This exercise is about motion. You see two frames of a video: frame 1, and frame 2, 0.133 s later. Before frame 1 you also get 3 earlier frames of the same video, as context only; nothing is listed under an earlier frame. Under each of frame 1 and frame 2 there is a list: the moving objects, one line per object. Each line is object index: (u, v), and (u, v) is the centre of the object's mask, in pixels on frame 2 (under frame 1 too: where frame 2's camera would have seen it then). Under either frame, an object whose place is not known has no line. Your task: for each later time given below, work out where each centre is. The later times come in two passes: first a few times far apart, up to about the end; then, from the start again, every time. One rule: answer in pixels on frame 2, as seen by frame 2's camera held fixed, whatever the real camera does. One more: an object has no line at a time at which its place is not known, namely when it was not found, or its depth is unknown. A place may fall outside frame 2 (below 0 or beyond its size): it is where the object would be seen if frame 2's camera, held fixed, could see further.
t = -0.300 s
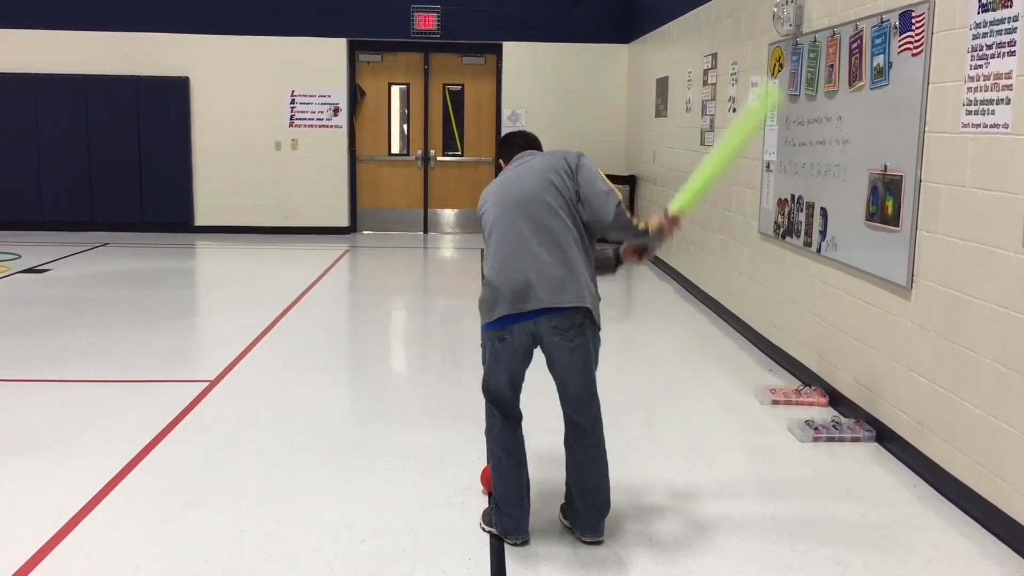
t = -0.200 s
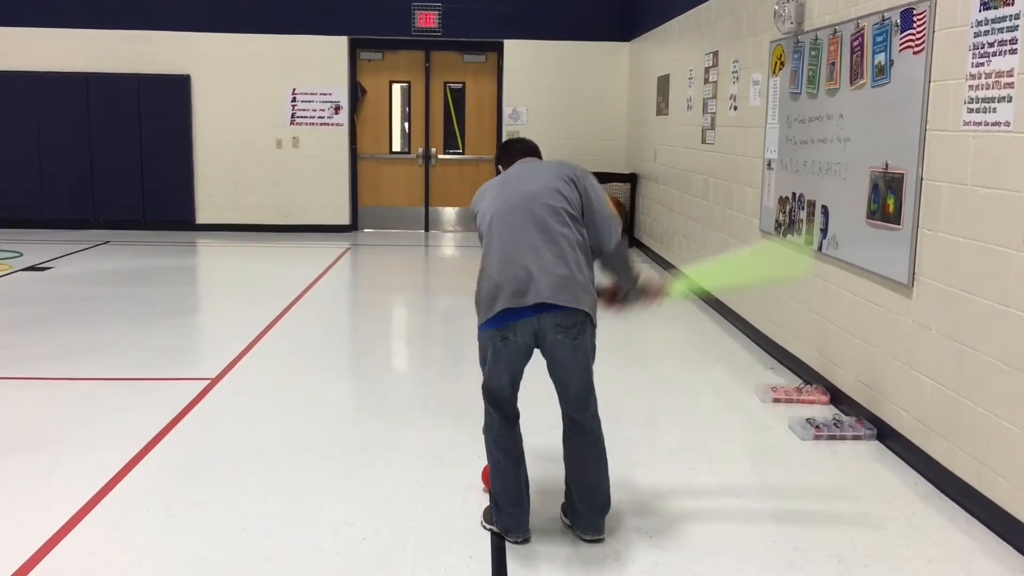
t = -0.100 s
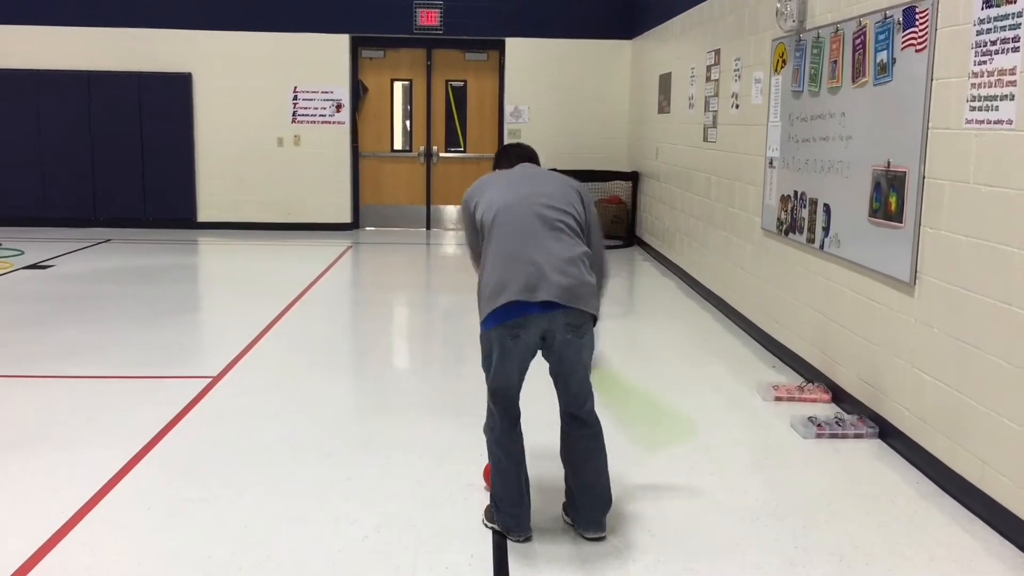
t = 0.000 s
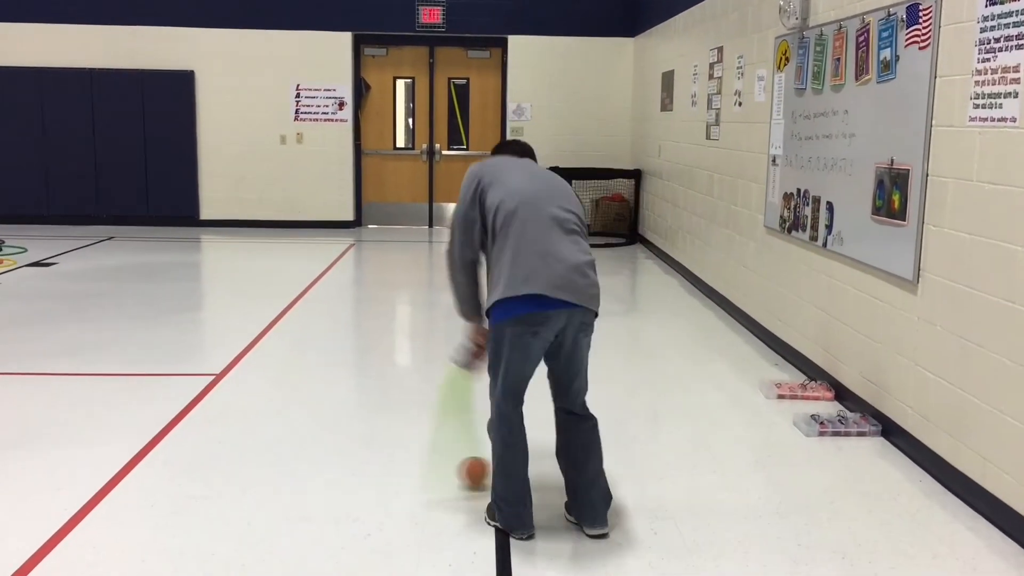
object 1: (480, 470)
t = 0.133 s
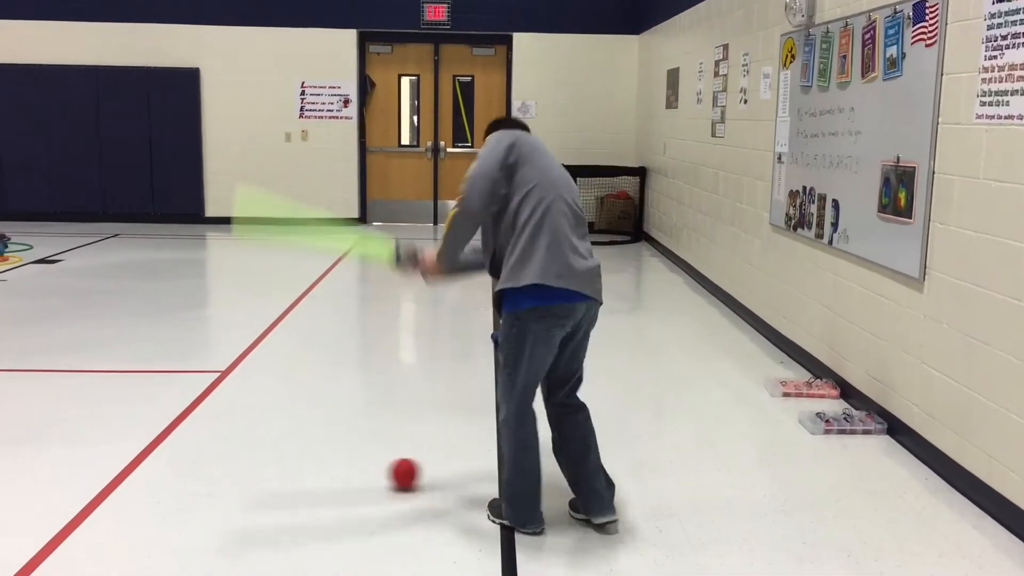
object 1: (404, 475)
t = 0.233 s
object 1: (349, 478)
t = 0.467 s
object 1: (222, 485)
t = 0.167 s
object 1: (386, 476)
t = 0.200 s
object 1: (367, 477)
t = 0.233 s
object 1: (349, 478)
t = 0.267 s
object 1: (331, 479)
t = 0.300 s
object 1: (313, 480)
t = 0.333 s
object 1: (295, 481)
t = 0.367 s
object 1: (276, 482)
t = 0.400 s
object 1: (259, 483)
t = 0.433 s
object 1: (241, 484)
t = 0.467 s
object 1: (222, 485)
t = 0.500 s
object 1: (204, 486)
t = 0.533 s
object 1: (186, 487)
